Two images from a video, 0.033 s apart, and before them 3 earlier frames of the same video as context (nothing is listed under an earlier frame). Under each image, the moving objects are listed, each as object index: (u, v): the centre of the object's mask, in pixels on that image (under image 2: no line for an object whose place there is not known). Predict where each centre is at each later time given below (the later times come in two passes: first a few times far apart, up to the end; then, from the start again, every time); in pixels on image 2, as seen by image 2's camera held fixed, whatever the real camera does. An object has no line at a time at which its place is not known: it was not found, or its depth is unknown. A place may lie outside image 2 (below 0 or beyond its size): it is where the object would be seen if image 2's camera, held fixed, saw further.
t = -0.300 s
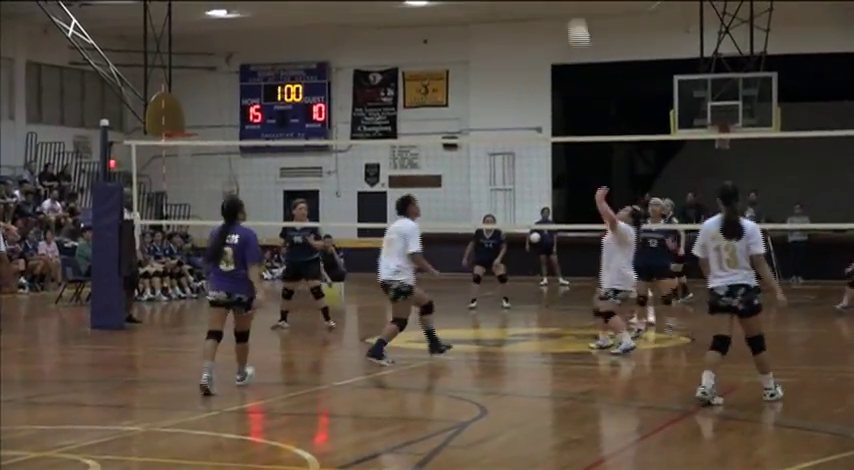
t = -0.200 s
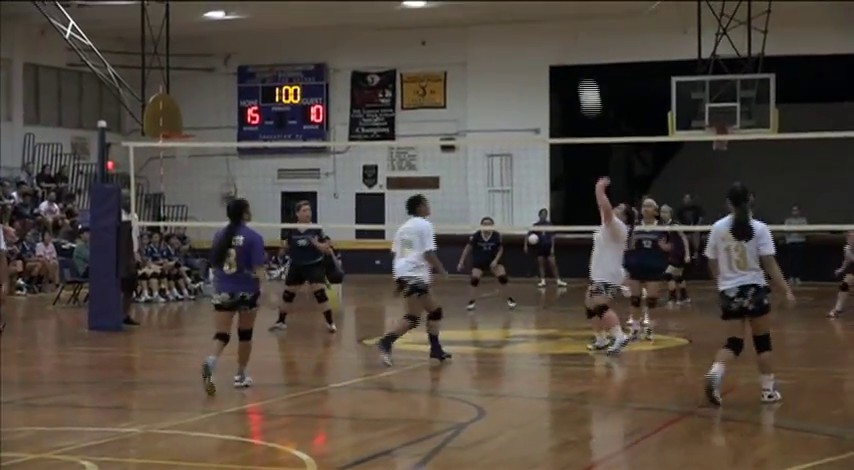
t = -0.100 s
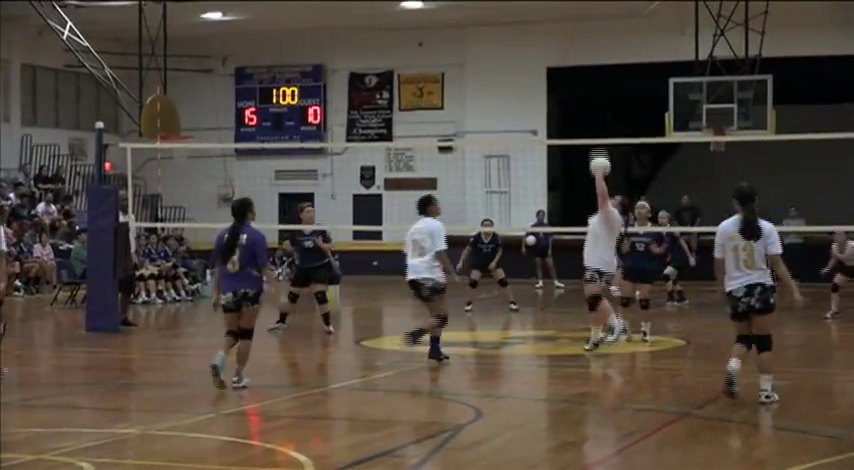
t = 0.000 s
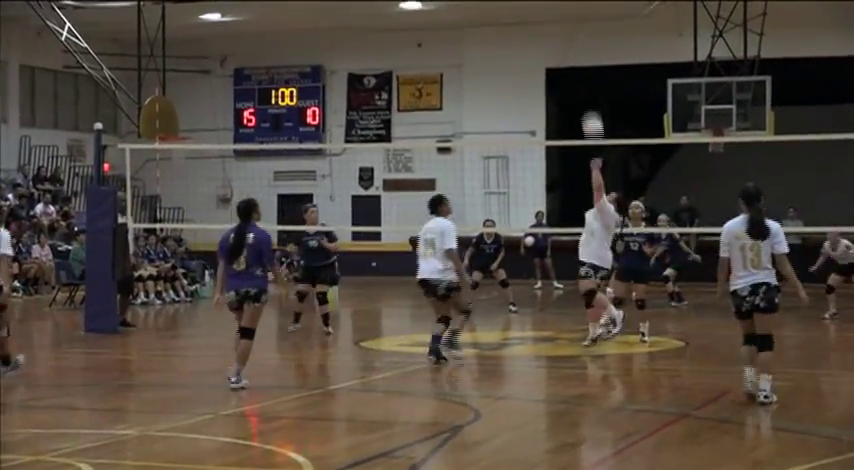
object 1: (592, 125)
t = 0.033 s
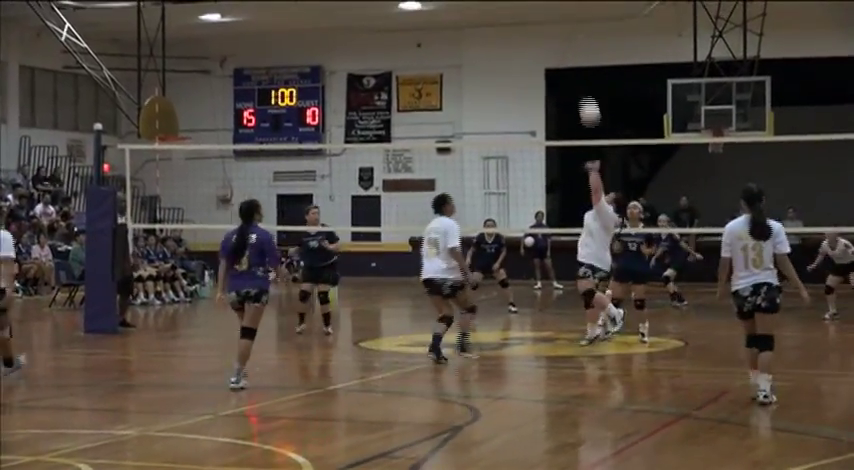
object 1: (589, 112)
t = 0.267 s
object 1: (571, 35)
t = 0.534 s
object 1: (551, 13)
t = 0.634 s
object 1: (544, 21)
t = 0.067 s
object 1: (587, 98)
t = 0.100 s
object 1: (584, 85)
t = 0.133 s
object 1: (581, 74)
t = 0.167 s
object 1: (579, 62)
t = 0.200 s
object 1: (576, 51)
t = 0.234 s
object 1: (573, 43)
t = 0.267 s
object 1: (571, 35)
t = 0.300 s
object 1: (568, 29)
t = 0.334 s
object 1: (566, 24)
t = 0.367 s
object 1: (563, 20)
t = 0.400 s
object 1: (561, 16)
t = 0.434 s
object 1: (559, 14)
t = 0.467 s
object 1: (556, 13)
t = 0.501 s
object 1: (554, 13)
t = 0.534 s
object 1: (551, 13)
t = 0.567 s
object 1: (549, 14)
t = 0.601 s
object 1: (546, 17)
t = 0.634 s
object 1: (544, 21)
